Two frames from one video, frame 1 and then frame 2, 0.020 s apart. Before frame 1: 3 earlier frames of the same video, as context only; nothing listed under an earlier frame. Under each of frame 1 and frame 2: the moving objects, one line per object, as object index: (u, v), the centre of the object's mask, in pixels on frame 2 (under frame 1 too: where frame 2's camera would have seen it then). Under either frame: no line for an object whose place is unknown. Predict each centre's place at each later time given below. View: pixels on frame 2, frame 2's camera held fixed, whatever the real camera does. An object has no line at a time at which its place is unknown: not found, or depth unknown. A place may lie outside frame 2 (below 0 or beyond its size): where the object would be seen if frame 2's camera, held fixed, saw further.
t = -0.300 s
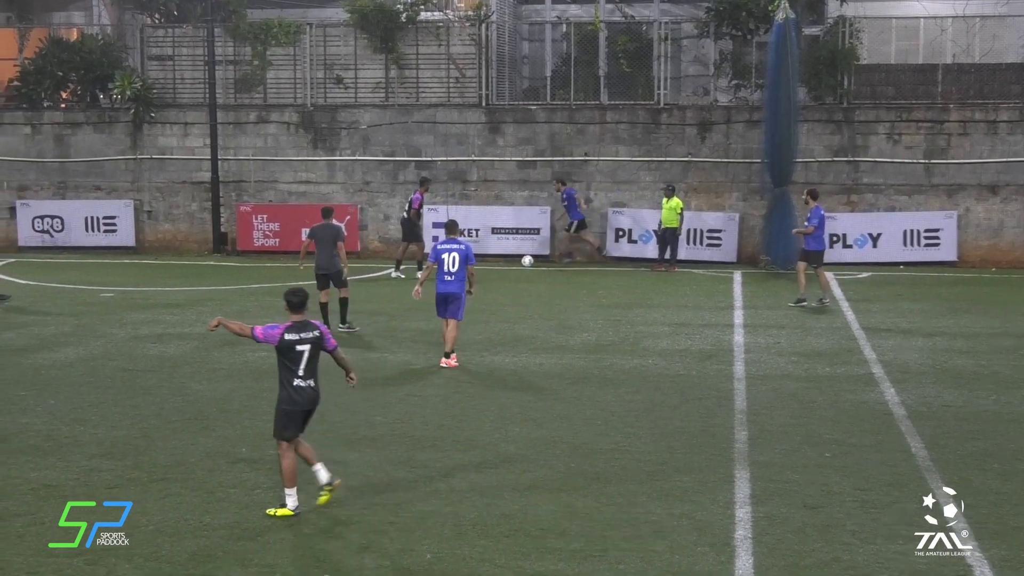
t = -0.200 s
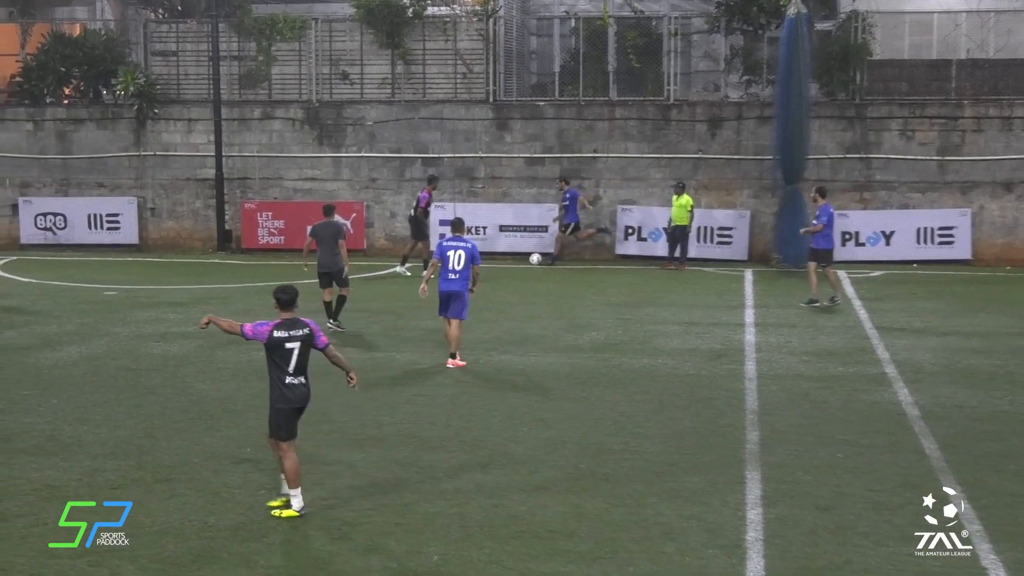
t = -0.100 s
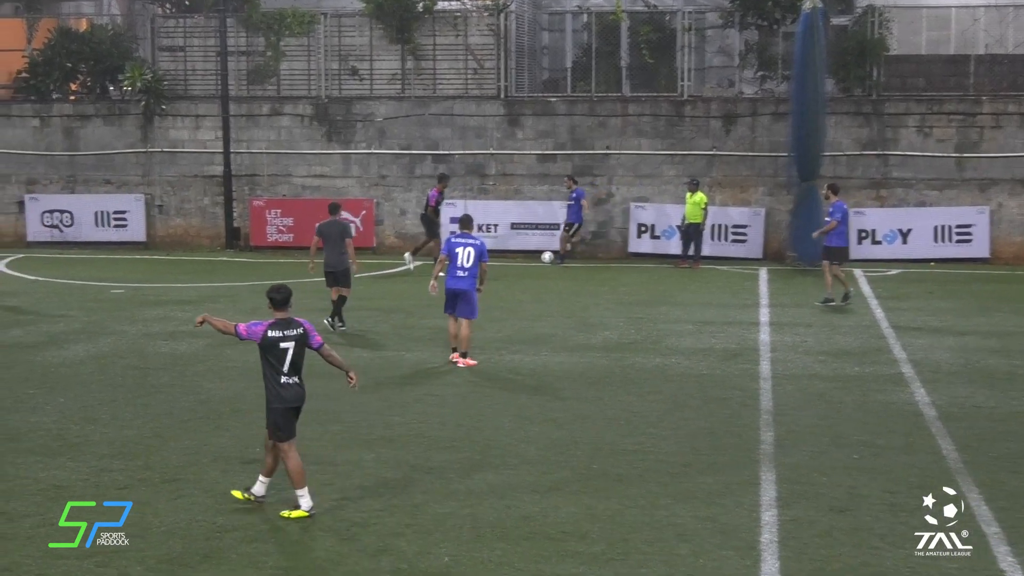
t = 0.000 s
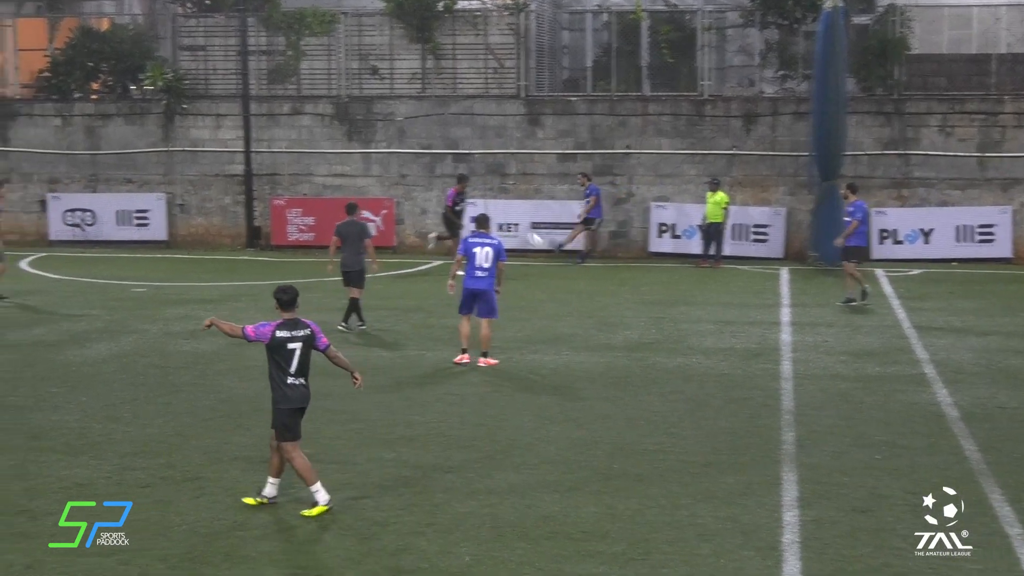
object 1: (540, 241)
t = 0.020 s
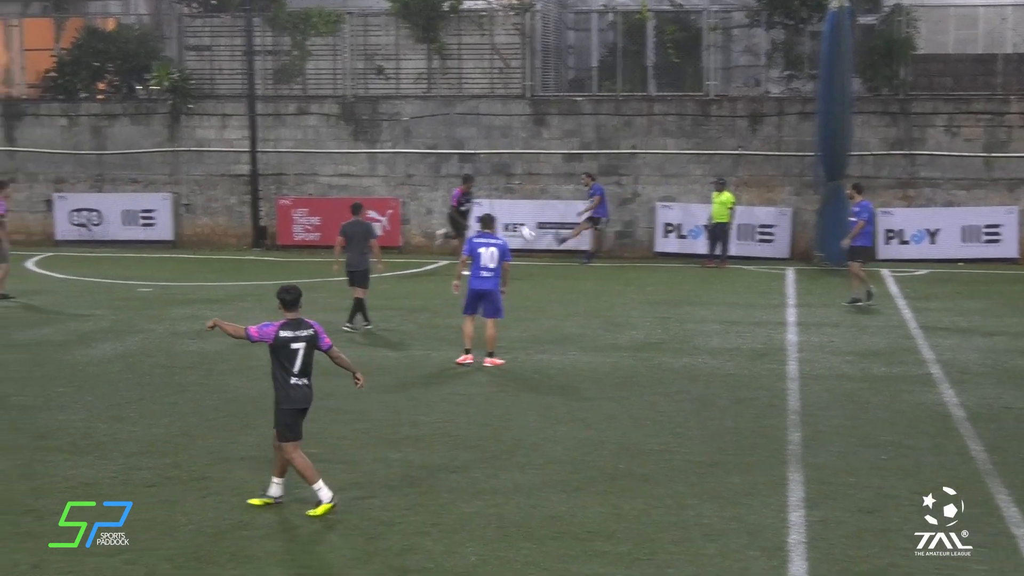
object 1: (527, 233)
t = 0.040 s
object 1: (515, 226)
